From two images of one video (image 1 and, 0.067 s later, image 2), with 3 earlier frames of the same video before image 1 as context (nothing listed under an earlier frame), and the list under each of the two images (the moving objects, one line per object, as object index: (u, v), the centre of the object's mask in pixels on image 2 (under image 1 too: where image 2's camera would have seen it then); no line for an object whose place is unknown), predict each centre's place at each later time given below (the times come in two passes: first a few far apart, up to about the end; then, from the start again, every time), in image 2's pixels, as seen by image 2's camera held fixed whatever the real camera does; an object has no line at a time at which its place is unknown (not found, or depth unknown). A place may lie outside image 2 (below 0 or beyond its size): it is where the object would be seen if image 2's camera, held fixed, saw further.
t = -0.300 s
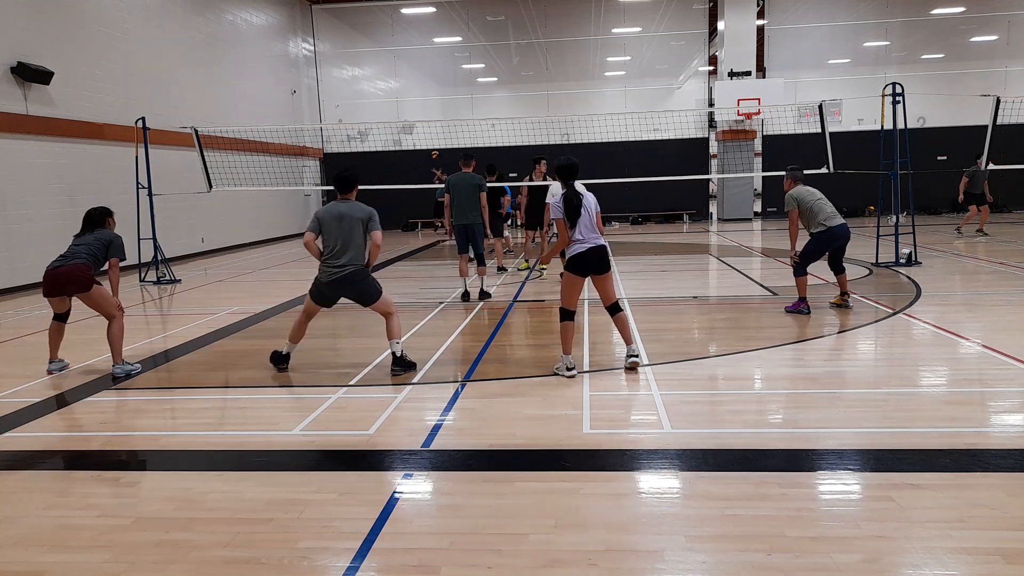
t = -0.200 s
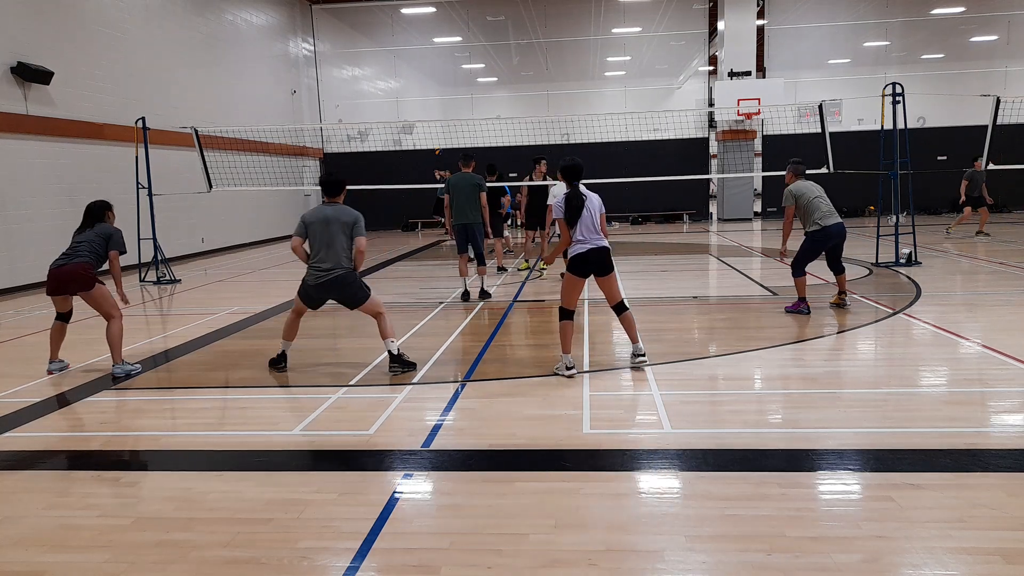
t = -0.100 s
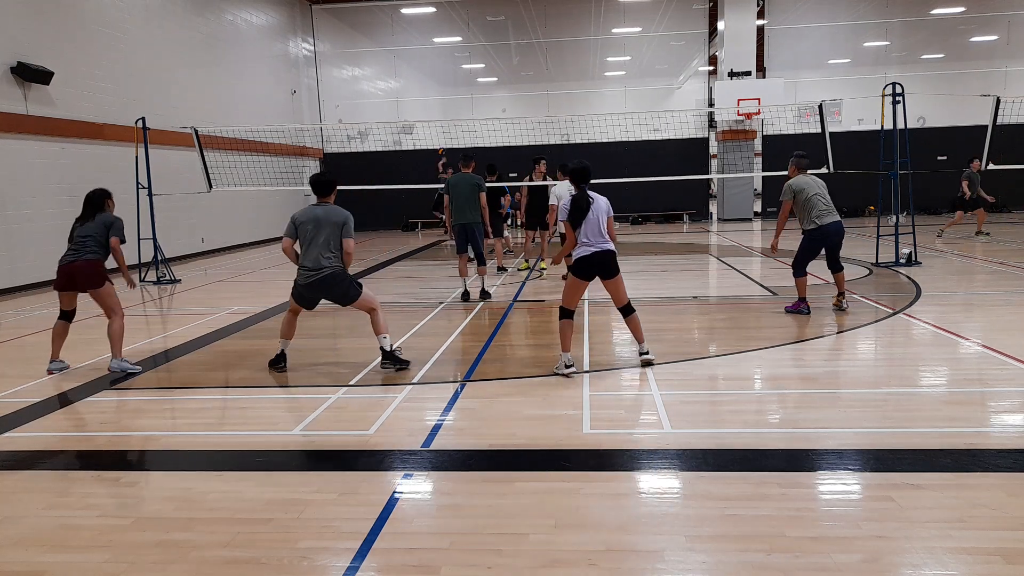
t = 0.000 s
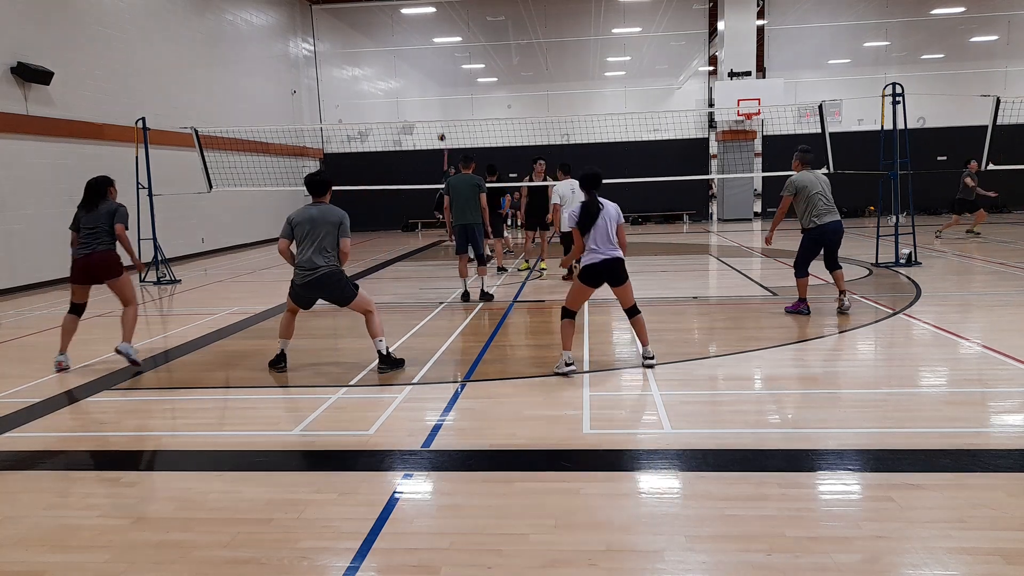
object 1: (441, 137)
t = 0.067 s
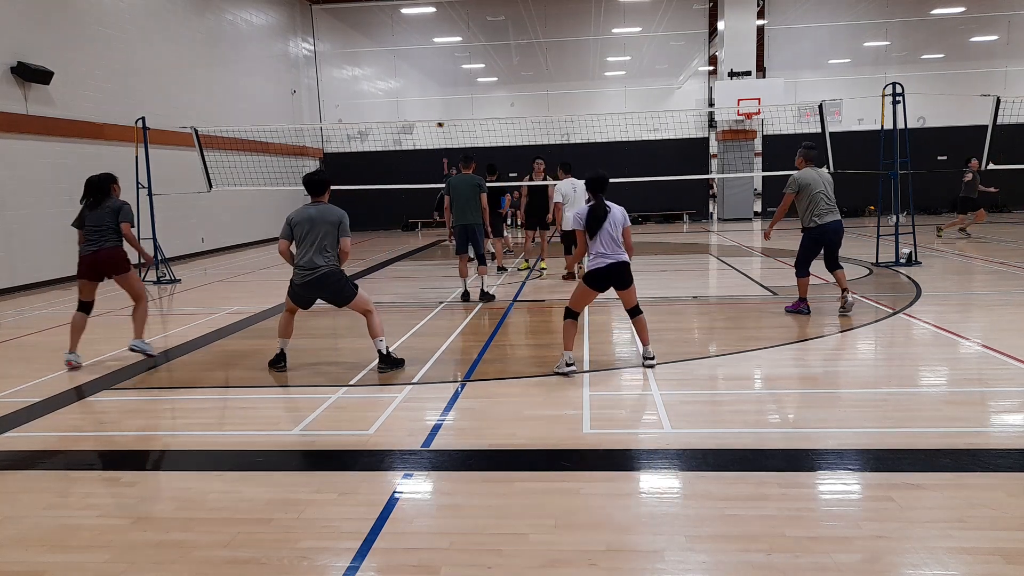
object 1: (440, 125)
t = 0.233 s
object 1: (438, 94)
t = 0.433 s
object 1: (437, 71)
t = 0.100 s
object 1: (440, 116)
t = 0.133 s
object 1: (439, 111)
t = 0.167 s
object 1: (439, 105)
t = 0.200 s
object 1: (439, 99)
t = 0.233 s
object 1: (438, 94)
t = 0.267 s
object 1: (438, 90)
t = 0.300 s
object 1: (438, 85)
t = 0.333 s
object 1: (438, 81)
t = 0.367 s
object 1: (437, 77)
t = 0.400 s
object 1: (437, 74)
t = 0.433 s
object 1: (437, 71)
